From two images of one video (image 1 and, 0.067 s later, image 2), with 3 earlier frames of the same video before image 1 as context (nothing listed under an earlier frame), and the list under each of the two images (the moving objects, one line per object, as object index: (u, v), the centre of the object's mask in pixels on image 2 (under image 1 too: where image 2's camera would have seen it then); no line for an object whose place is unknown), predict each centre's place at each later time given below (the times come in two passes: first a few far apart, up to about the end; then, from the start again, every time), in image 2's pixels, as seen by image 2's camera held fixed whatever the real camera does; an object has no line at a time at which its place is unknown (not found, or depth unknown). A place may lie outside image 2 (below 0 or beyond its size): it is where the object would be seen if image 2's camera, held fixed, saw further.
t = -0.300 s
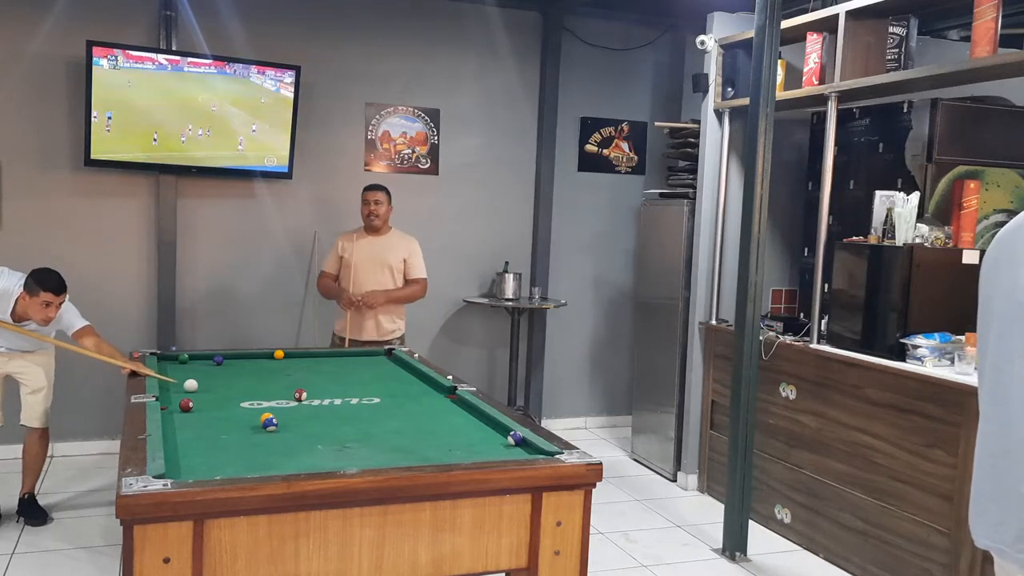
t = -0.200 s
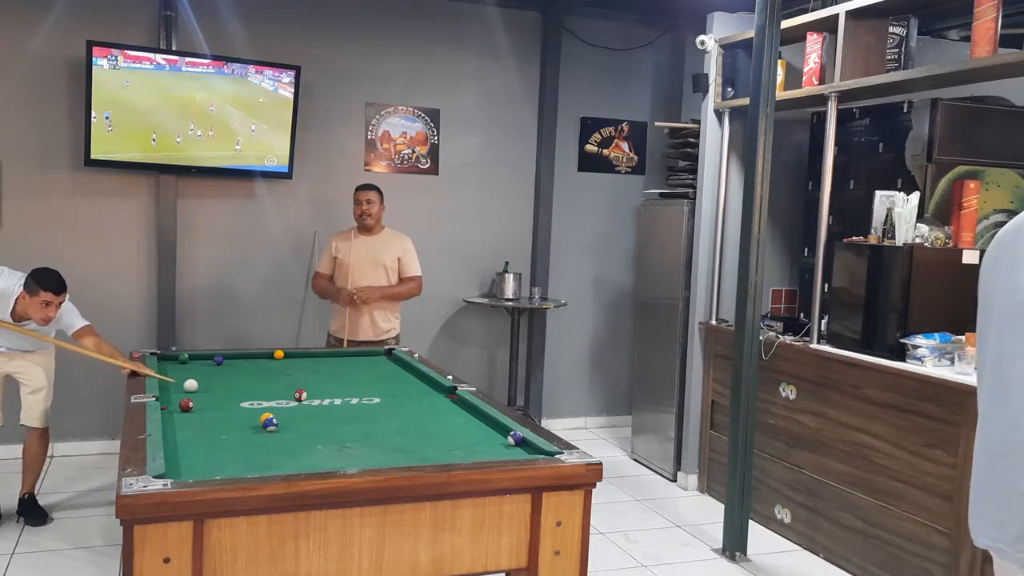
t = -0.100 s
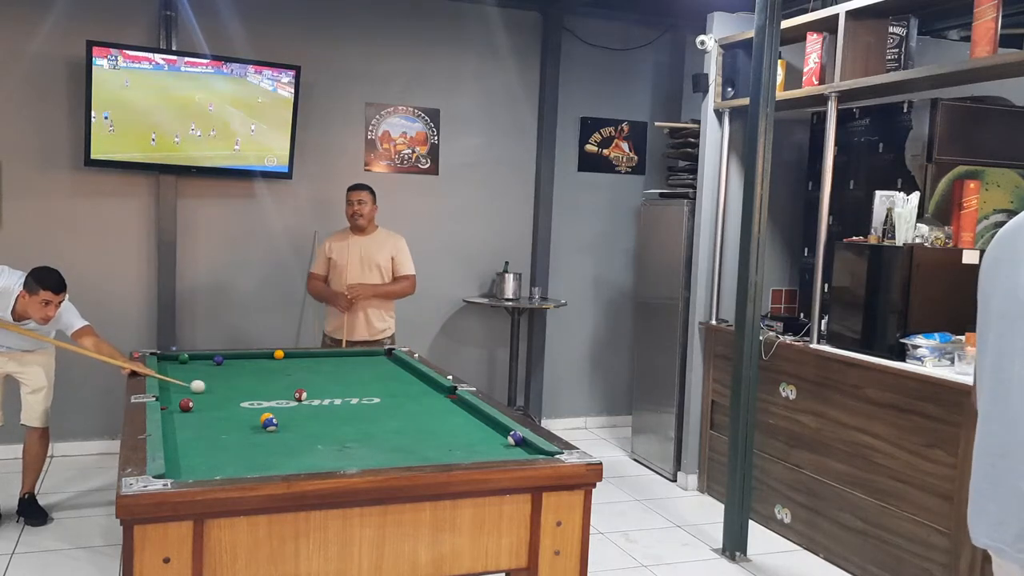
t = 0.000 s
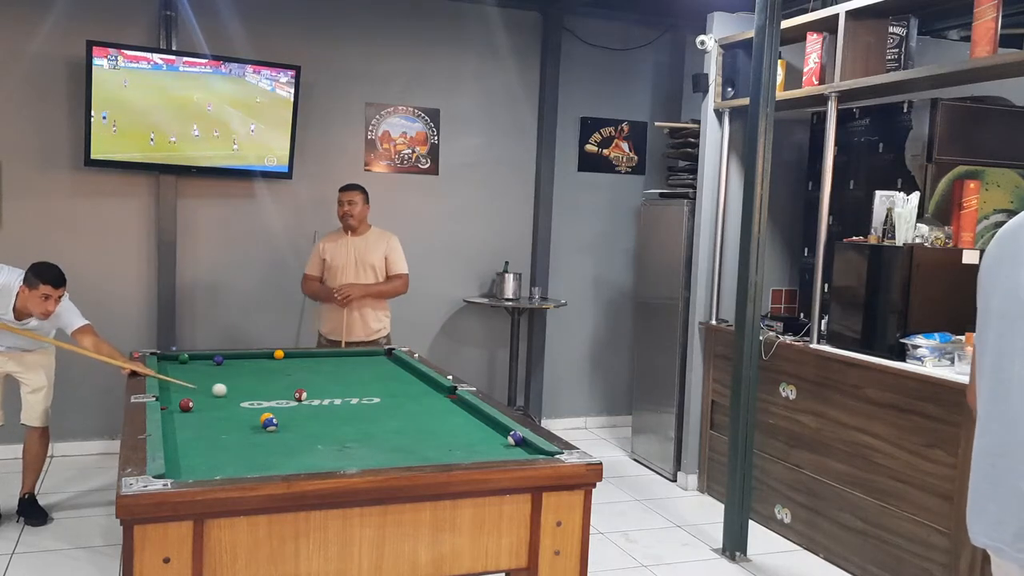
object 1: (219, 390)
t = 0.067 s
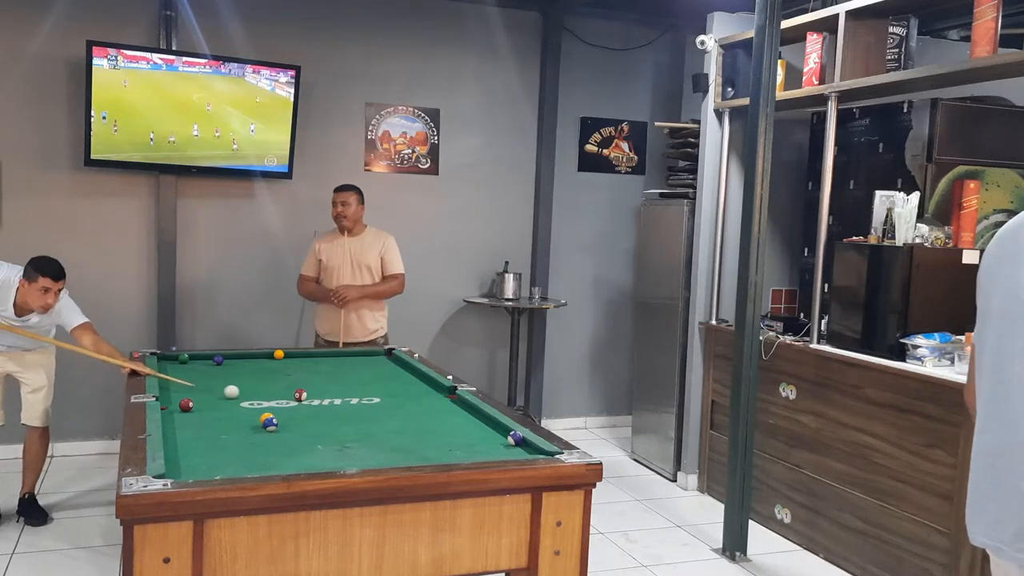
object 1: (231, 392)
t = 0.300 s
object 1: (275, 398)
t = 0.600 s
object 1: (332, 408)
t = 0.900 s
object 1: (392, 417)
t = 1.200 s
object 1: (453, 426)
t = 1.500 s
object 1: (508, 433)
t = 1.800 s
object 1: (489, 437)
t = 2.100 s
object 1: (471, 439)
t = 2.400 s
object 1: (454, 441)
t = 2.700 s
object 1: (441, 442)
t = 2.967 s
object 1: (431, 443)
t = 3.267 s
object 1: (422, 443)
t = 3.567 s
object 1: (417, 443)
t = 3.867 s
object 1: (414, 443)
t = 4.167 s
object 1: (414, 443)
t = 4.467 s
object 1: (414, 443)
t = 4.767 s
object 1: (414, 443)
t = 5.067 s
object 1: (414, 443)
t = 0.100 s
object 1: (237, 393)
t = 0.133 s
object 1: (243, 393)
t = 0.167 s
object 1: (250, 394)
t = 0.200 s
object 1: (256, 395)
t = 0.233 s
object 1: (262, 396)
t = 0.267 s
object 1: (268, 397)
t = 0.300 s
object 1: (275, 398)
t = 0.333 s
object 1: (280, 399)
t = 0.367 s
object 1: (287, 401)
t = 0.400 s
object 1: (293, 402)
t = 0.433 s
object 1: (300, 403)
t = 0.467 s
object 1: (306, 404)
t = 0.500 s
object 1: (313, 405)
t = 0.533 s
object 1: (319, 406)
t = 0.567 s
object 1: (325, 407)
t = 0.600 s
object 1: (332, 408)
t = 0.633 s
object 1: (339, 409)
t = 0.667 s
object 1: (345, 410)
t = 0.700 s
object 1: (351, 411)
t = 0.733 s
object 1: (358, 412)
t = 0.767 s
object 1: (365, 413)
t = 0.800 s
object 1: (371, 414)
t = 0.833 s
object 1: (378, 415)
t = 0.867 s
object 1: (385, 416)
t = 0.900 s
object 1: (392, 417)
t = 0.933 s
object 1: (398, 418)
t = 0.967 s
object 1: (405, 419)
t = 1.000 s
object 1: (412, 420)
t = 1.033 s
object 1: (418, 421)
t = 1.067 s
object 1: (425, 422)
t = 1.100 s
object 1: (432, 423)
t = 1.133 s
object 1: (439, 424)
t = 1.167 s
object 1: (446, 425)
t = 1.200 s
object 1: (453, 426)
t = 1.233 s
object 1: (460, 427)
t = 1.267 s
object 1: (467, 428)
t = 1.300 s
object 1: (473, 429)
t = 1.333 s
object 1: (481, 430)
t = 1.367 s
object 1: (488, 431)
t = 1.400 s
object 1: (495, 432)
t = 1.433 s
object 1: (501, 433)
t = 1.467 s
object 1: (506, 433)
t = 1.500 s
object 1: (508, 433)
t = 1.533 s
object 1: (506, 434)
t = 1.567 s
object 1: (504, 434)
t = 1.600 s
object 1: (502, 435)
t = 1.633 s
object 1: (500, 435)
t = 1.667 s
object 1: (498, 436)
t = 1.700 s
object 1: (495, 436)
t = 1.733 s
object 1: (493, 436)
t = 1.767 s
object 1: (491, 437)
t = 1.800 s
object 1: (489, 437)
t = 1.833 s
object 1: (487, 437)
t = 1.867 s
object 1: (485, 437)
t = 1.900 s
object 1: (483, 437)
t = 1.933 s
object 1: (481, 438)
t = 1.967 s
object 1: (479, 438)
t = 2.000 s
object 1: (477, 438)
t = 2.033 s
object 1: (475, 438)
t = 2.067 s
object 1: (473, 439)
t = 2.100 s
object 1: (471, 439)
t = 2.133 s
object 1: (469, 439)
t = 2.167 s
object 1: (467, 440)
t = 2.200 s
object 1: (465, 440)
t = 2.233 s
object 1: (463, 440)
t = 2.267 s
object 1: (462, 440)
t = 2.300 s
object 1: (460, 440)
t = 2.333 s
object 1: (458, 440)
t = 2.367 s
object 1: (456, 441)
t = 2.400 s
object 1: (454, 441)
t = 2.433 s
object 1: (453, 441)
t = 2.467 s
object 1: (451, 441)
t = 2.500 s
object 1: (450, 441)
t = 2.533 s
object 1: (448, 441)
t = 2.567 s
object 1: (447, 442)
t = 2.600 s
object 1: (445, 442)
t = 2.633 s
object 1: (444, 442)
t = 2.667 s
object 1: (442, 442)
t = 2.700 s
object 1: (441, 442)
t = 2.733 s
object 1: (439, 442)
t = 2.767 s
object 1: (438, 442)
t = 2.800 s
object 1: (436, 442)
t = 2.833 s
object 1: (435, 442)
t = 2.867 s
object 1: (434, 443)
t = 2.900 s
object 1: (433, 443)
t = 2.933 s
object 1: (432, 443)
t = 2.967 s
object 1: (431, 443)
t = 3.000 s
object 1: (430, 443)
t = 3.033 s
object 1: (429, 443)
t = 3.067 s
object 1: (427, 443)
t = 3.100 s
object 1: (426, 443)
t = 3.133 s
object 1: (426, 443)
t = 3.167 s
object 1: (425, 443)
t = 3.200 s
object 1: (424, 443)
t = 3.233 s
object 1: (423, 443)
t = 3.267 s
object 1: (422, 443)
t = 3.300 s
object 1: (421, 443)
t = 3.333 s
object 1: (421, 443)
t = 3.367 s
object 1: (420, 443)
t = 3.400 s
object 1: (419, 443)
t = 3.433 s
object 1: (419, 443)
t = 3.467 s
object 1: (418, 443)
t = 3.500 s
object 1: (418, 443)
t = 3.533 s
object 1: (417, 443)
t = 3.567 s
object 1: (417, 443)
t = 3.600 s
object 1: (417, 444)
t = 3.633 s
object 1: (416, 444)
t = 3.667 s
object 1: (416, 443)
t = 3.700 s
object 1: (415, 443)
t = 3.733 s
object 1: (415, 443)
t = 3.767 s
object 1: (415, 443)
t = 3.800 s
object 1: (415, 443)
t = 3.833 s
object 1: (415, 443)
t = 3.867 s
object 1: (414, 443)
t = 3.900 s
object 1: (414, 443)
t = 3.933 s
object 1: (414, 443)
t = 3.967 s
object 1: (414, 443)
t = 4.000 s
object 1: (414, 443)
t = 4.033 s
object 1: (414, 443)
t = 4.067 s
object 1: (414, 443)
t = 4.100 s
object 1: (414, 443)
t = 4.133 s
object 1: (414, 443)
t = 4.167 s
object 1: (414, 443)
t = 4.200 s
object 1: (414, 443)
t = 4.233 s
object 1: (414, 443)
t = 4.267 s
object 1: (414, 443)
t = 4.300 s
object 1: (414, 443)
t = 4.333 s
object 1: (414, 443)
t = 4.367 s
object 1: (414, 443)
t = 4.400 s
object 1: (414, 443)
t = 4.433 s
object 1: (414, 444)
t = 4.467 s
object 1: (414, 443)
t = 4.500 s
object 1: (414, 443)
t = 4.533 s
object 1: (414, 443)
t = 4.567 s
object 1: (414, 444)
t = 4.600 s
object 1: (414, 443)
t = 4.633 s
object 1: (414, 443)
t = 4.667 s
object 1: (414, 443)
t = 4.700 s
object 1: (414, 443)
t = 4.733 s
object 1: (414, 443)
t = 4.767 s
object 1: (414, 443)
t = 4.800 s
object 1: (414, 443)
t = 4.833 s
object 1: (414, 443)
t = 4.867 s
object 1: (414, 443)
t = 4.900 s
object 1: (414, 443)
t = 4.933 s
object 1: (414, 443)
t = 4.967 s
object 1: (414, 443)
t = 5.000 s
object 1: (414, 443)
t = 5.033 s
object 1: (414, 443)
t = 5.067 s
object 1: (414, 443)
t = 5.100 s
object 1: (414, 443)
